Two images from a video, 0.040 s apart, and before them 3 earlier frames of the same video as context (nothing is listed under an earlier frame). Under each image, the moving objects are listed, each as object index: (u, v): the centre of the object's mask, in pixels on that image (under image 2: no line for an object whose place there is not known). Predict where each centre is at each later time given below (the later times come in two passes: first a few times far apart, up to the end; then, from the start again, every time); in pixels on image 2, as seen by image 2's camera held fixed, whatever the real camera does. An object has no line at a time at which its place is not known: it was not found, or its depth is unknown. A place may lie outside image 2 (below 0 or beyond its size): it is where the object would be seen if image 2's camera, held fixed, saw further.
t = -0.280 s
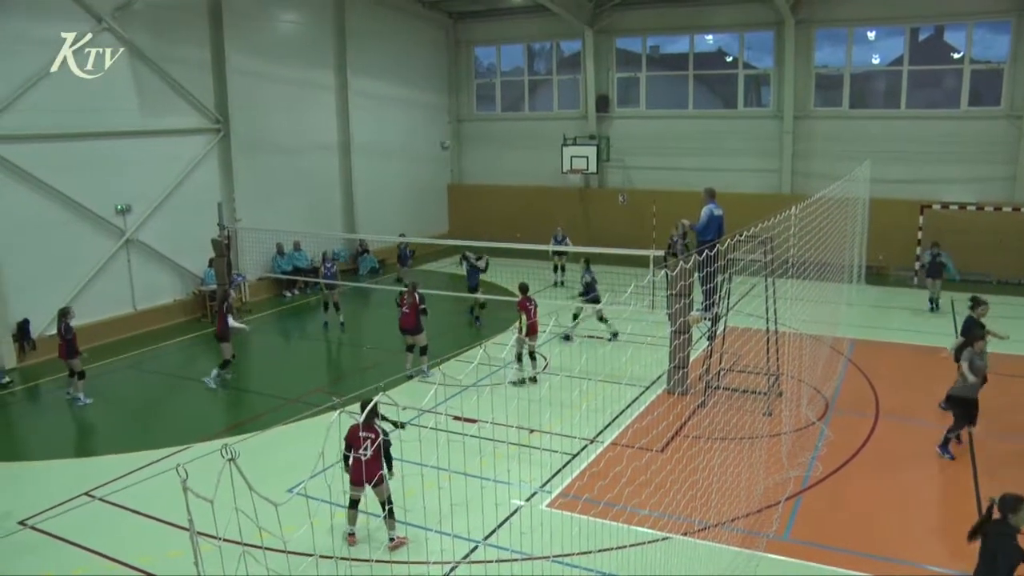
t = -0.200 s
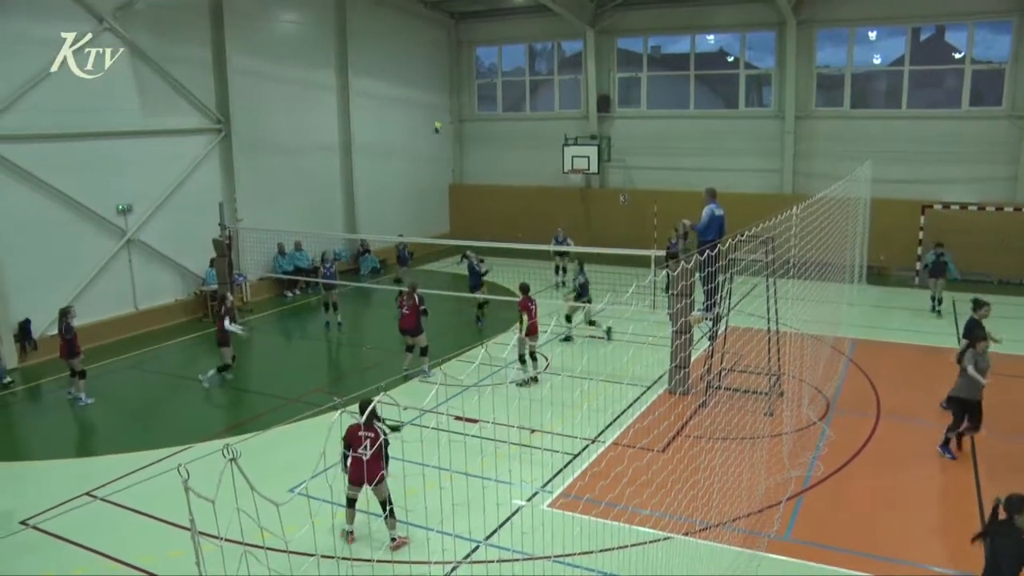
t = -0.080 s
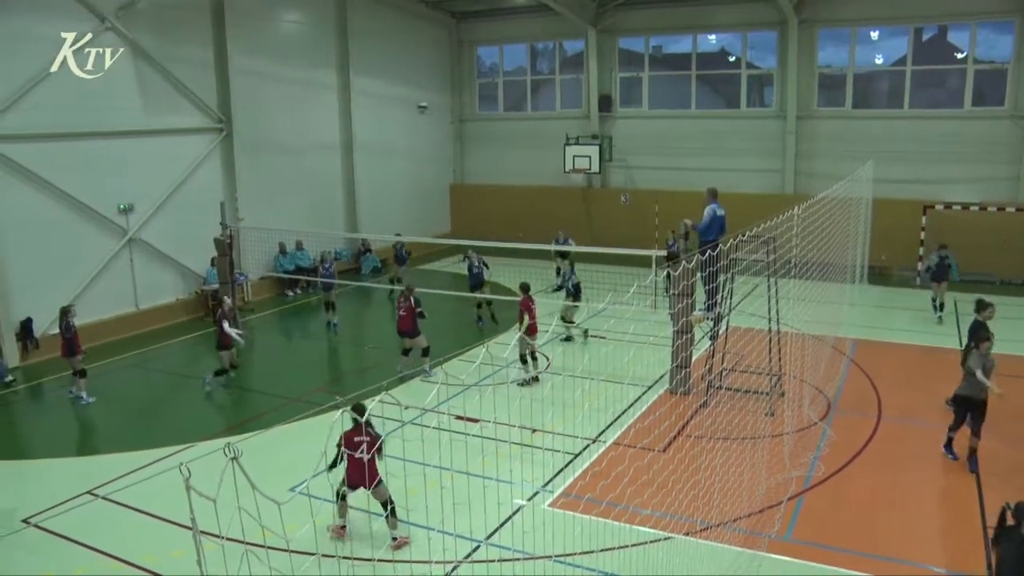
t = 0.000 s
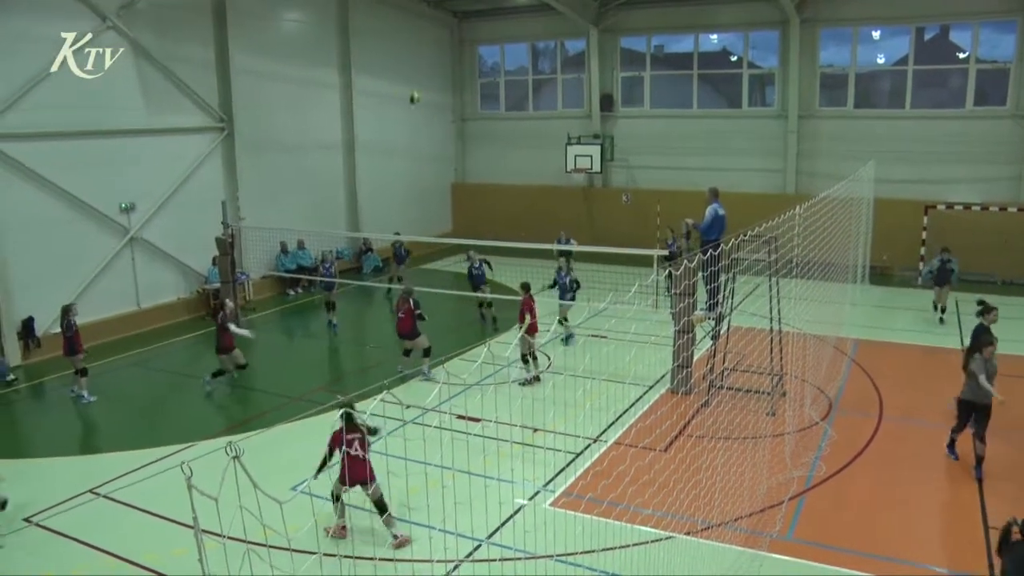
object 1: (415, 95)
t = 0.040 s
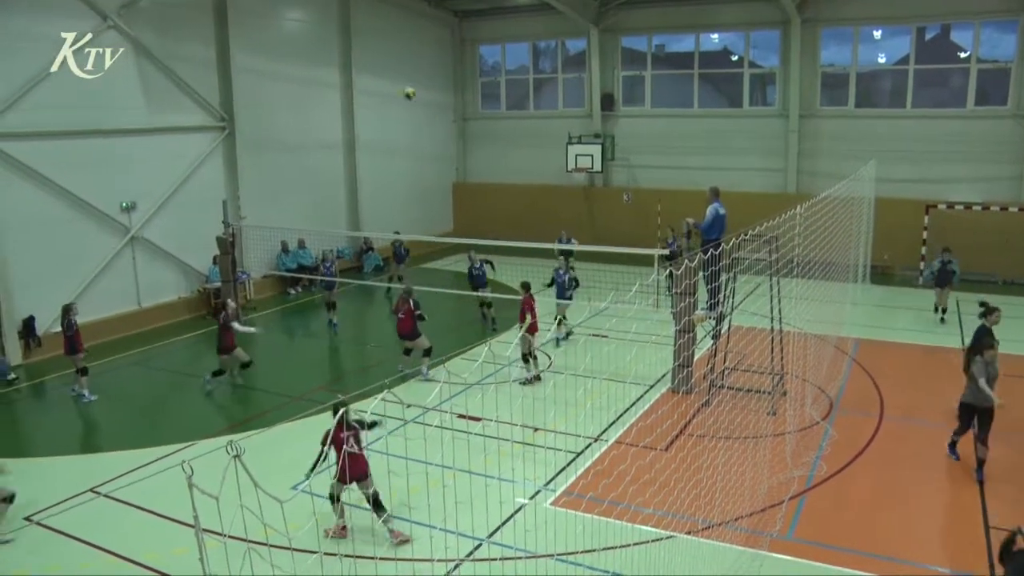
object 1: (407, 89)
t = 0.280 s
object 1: (376, 89)
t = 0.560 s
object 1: (334, 137)
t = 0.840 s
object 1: (293, 244)
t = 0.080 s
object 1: (403, 87)
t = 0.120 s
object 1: (397, 86)
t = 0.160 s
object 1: (392, 85)
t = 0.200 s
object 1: (386, 85)
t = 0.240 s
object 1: (383, 87)
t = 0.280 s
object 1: (376, 89)
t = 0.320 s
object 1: (370, 92)
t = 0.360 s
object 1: (364, 98)
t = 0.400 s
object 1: (359, 102)
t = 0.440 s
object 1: (351, 108)
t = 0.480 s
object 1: (347, 115)
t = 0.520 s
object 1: (341, 126)
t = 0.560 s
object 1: (334, 137)
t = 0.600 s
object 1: (327, 149)
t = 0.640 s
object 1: (321, 161)
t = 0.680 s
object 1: (316, 176)
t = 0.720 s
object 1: (310, 190)
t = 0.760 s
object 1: (304, 207)
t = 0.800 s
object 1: (298, 223)
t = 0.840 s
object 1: (293, 244)
